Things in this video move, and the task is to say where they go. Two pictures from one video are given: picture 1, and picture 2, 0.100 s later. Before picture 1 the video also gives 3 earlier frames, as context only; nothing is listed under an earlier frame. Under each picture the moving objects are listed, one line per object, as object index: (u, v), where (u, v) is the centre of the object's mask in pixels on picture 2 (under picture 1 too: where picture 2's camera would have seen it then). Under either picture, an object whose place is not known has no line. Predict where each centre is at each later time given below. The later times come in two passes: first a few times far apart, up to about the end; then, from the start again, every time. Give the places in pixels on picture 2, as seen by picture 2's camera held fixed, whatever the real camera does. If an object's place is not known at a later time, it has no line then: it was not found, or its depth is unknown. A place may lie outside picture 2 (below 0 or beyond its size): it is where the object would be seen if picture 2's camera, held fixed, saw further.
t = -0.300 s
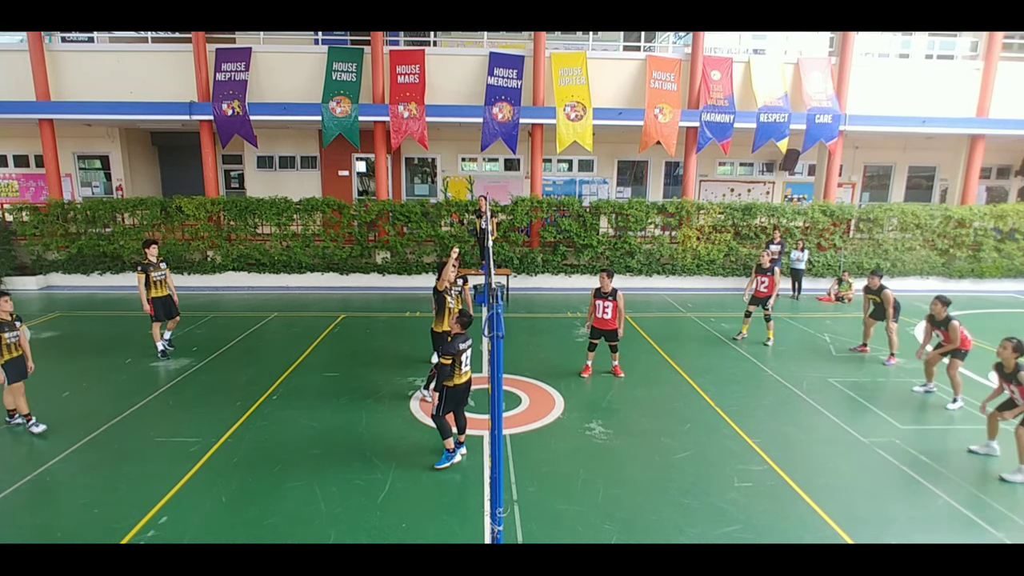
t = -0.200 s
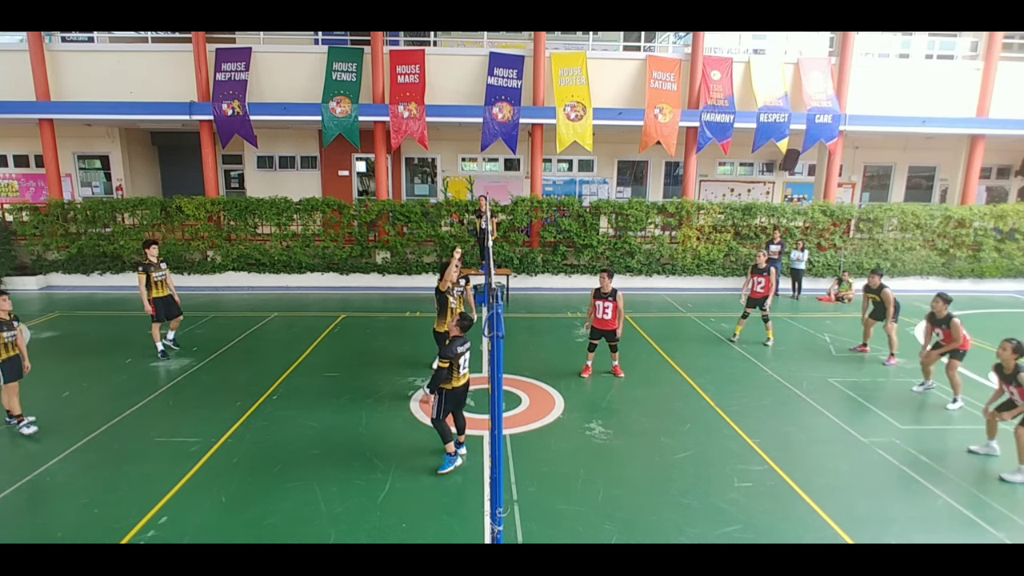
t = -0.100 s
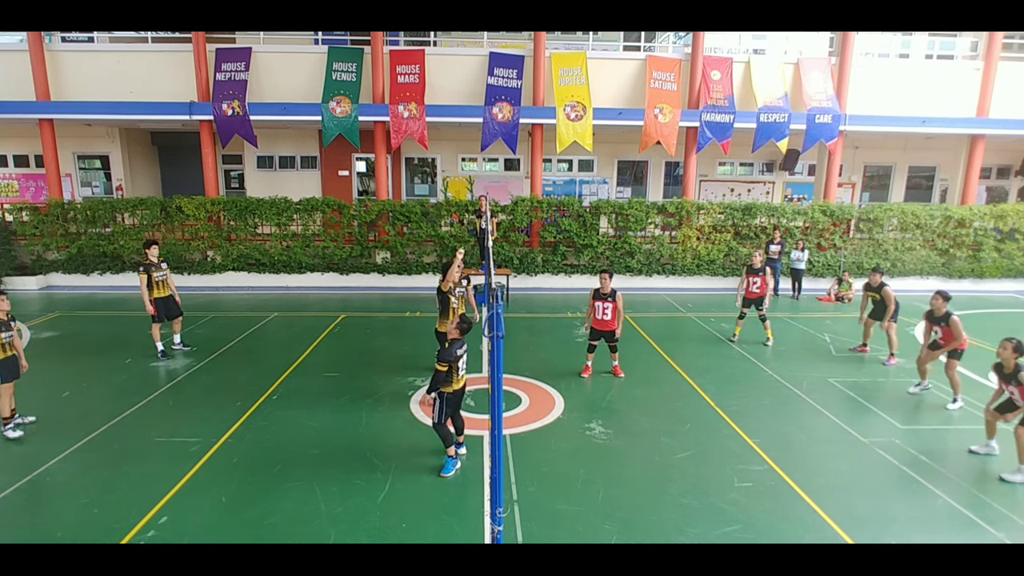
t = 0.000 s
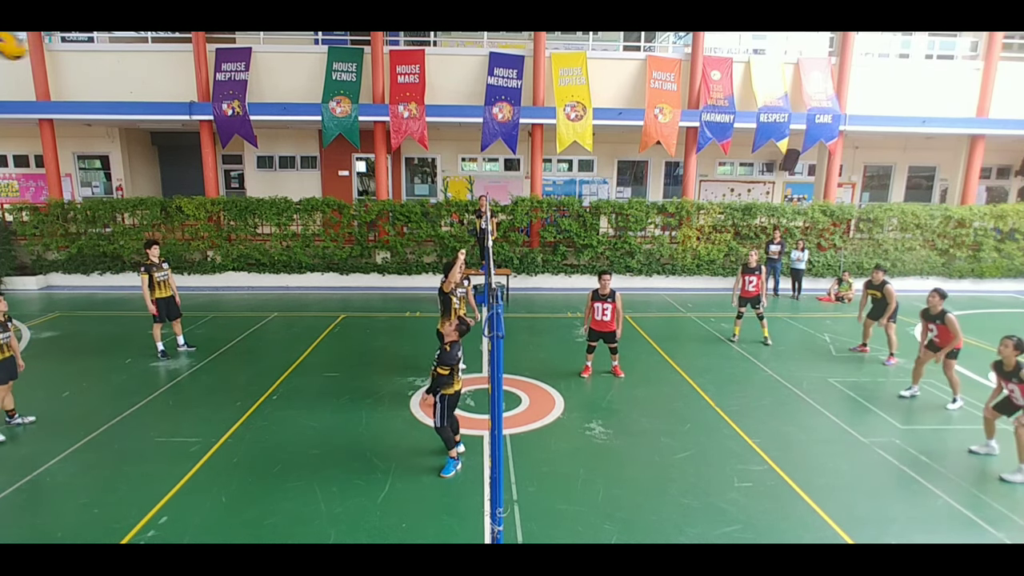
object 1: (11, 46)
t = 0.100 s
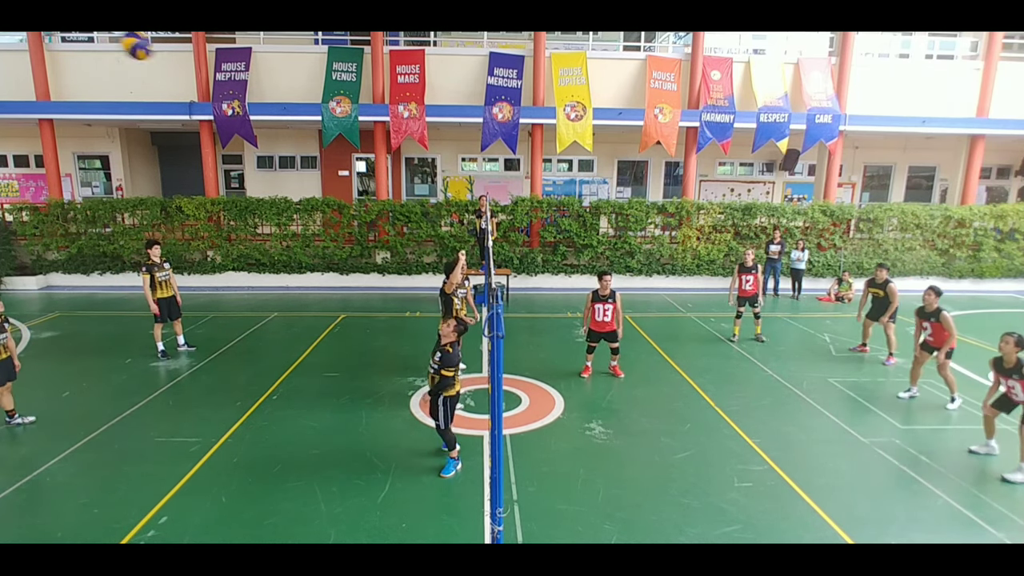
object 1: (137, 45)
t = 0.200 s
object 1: (273, 59)
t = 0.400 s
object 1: (559, 136)
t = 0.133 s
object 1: (181, 47)
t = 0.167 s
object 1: (226, 51)
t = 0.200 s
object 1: (273, 59)
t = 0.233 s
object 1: (319, 67)
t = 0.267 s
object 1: (366, 76)
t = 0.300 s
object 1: (413, 89)
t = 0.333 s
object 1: (462, 103)
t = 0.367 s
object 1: (510, 117)
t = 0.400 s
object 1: (559, 136)
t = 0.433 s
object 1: (610, 154)
